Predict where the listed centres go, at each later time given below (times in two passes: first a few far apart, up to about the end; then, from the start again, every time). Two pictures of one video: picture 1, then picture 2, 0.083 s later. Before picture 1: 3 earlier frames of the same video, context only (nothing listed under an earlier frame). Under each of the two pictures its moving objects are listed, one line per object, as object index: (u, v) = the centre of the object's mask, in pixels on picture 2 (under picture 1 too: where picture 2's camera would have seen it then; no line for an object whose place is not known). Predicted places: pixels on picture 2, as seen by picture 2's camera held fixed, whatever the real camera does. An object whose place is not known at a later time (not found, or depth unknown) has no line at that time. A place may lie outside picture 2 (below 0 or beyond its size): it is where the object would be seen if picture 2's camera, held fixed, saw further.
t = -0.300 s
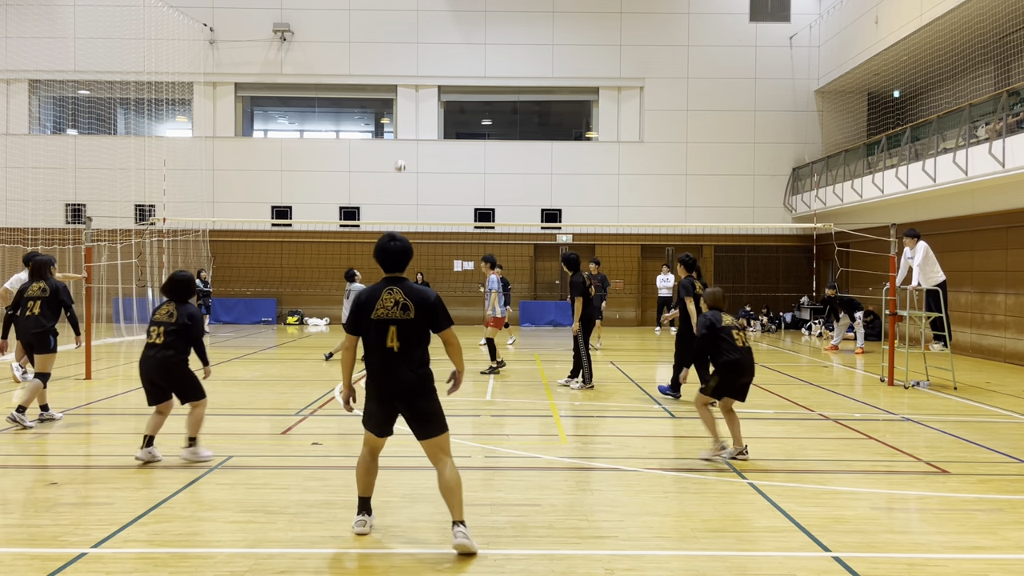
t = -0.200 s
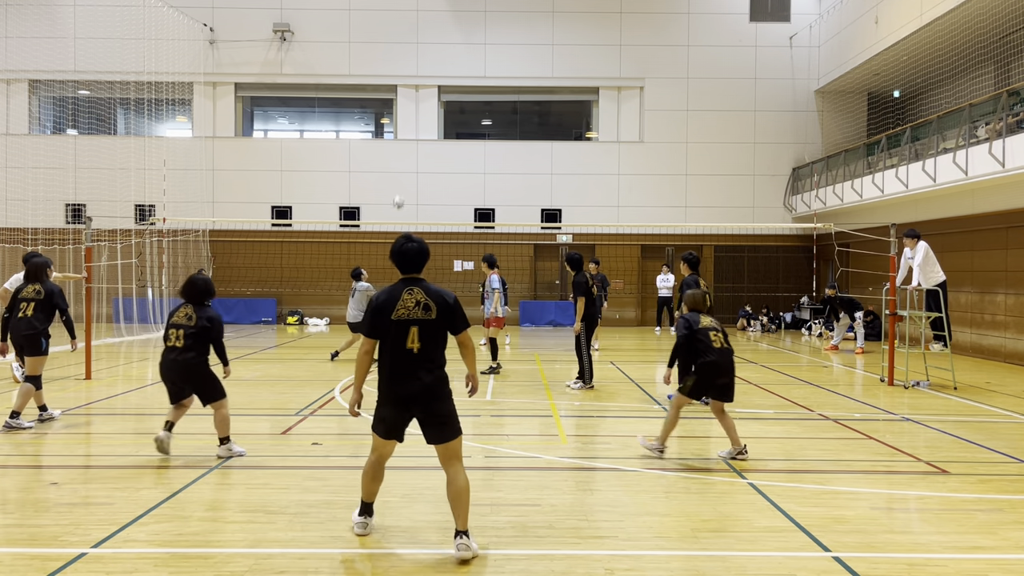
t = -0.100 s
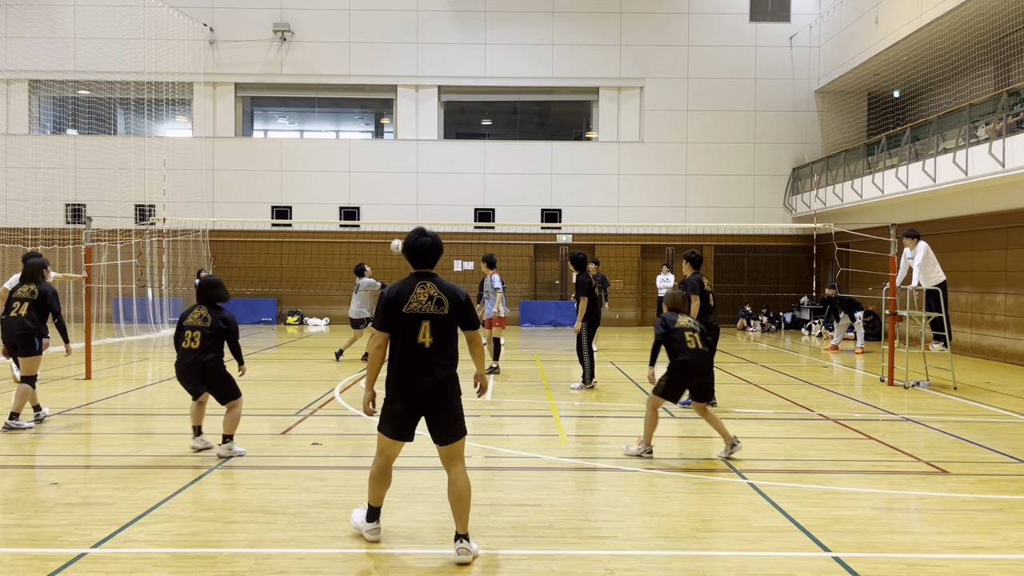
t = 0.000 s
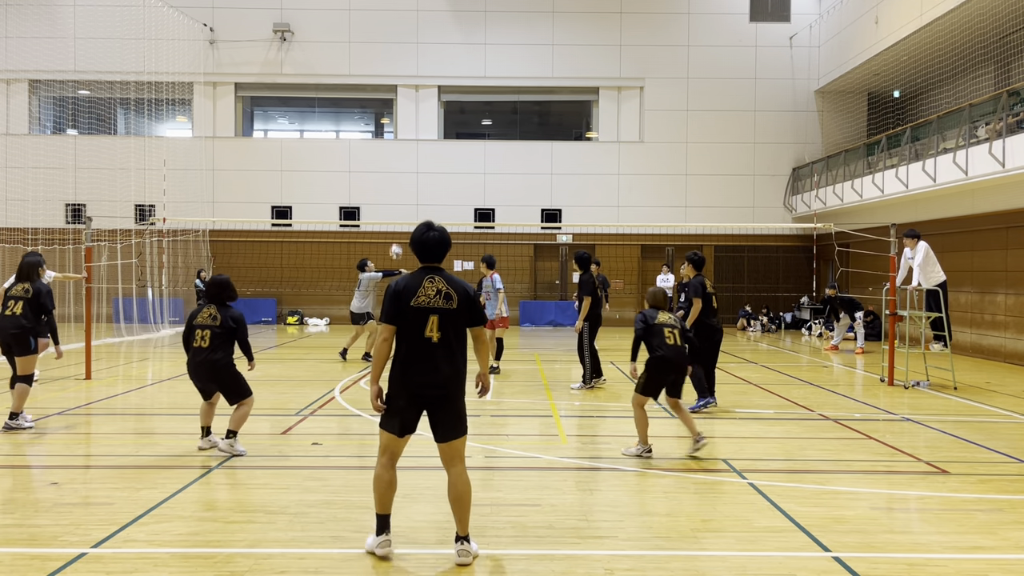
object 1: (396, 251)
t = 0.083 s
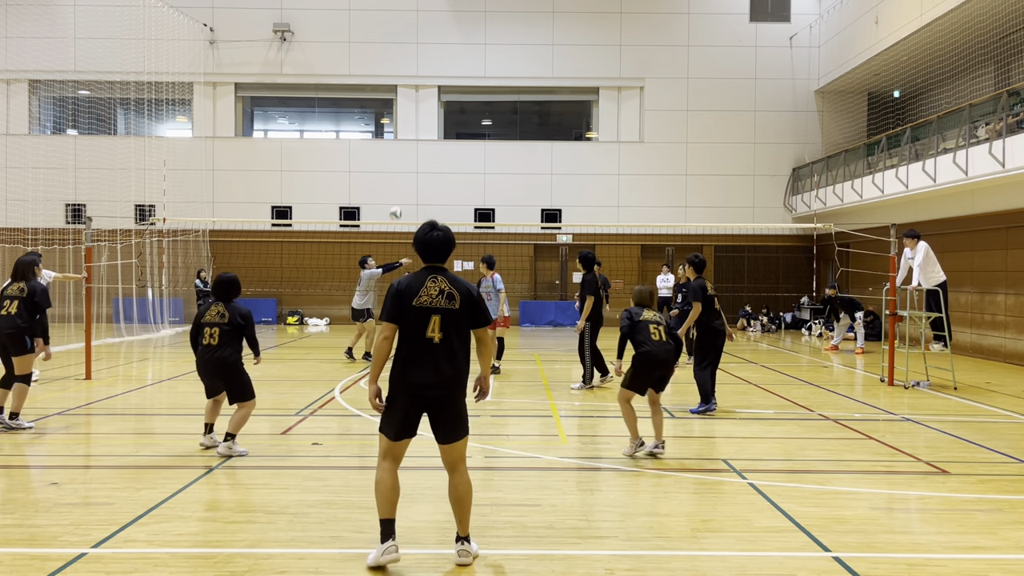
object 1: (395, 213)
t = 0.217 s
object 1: (394, 158)
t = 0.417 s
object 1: (392, 87)
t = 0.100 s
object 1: (395, 207)
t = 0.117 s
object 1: (395, 199)
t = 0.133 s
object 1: (395, 191)
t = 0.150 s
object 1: (395, 185)
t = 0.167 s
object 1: (395, 178)
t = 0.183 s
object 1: (395, 171)
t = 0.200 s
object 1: (395, 164)
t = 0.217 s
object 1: (394, 158)
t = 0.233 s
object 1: (394, 150)
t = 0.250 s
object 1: (394, 145)
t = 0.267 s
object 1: (394, 138)
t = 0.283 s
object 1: (394, 132)
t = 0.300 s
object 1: (394, 126)
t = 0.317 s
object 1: (392, 120)
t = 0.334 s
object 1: (393, 113)
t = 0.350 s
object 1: (393, 108)
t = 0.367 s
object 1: (393, 102)
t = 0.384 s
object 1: (392, 97)
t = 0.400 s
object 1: (393, 92)
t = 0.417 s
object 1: (392, 87)
